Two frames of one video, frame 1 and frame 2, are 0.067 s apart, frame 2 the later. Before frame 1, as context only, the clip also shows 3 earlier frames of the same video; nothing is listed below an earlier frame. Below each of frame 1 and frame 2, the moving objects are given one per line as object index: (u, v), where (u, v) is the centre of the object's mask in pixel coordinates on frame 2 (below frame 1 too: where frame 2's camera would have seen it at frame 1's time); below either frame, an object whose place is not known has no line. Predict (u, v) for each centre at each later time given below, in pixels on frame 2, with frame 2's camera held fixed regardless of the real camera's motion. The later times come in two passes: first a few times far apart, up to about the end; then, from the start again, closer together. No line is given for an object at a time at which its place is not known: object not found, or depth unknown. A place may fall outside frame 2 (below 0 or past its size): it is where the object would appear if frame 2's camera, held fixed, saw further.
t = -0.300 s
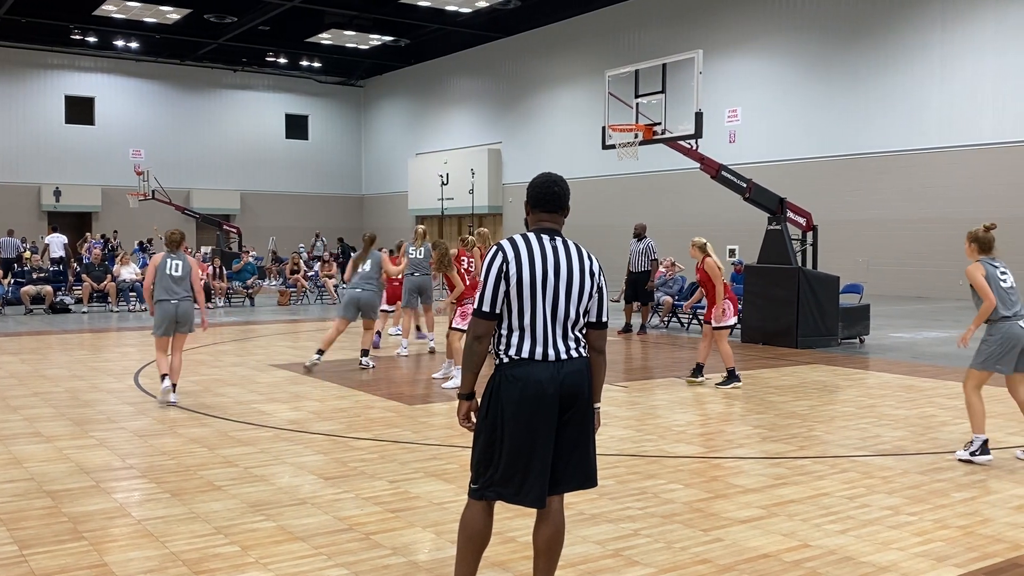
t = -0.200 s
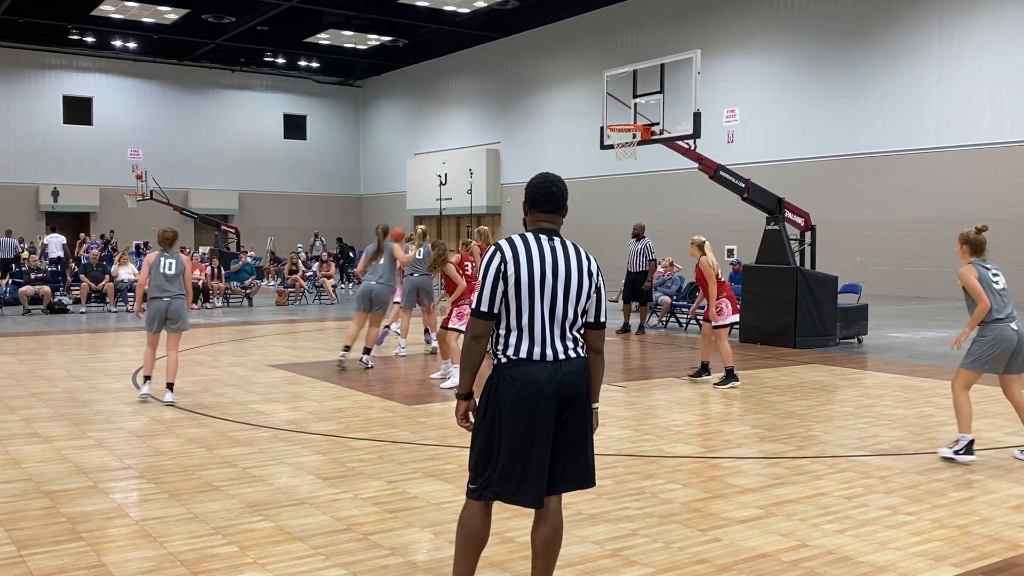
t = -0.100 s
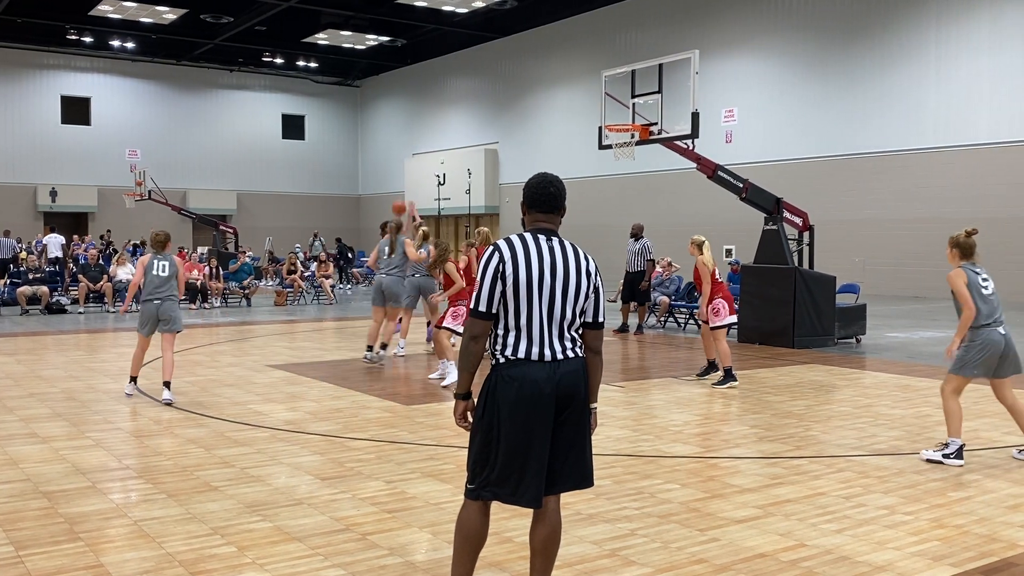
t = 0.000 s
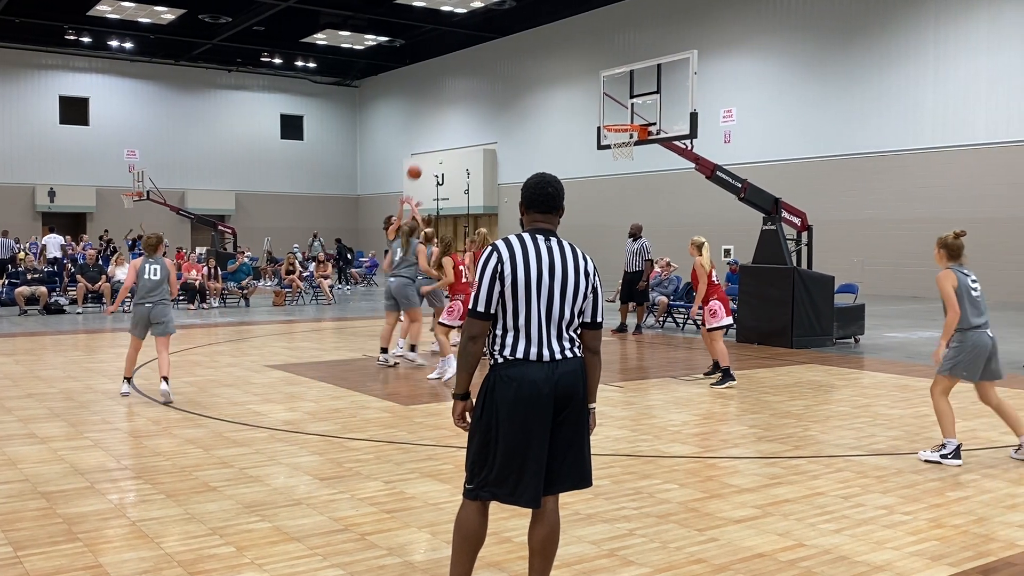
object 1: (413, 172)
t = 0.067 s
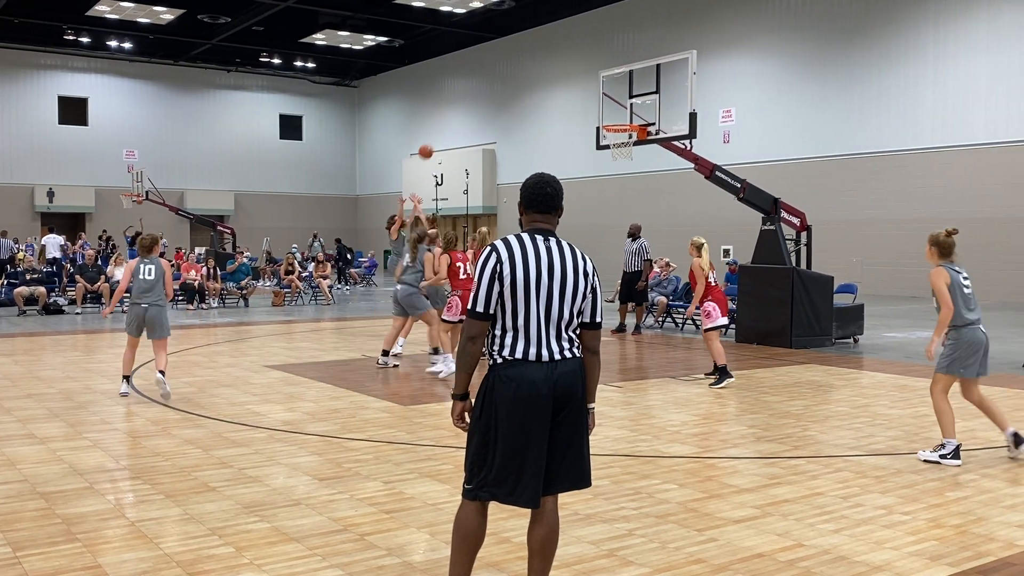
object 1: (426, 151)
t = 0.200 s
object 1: (451, 116)
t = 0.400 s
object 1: (490, 84)
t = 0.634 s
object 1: (538, 79)
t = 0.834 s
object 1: (581, 105)
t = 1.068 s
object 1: (633, 172)
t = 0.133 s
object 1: (438, 133)
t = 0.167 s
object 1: (444, 125)
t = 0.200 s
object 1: (451, 116)
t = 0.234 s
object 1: (457, 109)
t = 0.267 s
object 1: (464, 103)
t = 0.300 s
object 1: (470, 97)
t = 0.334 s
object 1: (477, 92)
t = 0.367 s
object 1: (483, 88)
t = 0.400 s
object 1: (490, 84)
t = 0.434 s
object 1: (497, 81)
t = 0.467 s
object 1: (503, 79)
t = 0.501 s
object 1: (510, 77)
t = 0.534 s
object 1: (517, 76)
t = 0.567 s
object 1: (524, 77)
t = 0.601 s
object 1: (530, 77)
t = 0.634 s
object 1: (538, 79)
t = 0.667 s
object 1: (545, 81)
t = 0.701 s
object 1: (551, 84)
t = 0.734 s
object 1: (559, 88)
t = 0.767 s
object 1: (566, 93)
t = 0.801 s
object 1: (573, 98)
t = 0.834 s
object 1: (581, 105)
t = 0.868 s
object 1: (588, 111)
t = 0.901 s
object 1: (595, 119)
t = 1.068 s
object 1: (633, 172)
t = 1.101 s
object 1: (641, 185)
